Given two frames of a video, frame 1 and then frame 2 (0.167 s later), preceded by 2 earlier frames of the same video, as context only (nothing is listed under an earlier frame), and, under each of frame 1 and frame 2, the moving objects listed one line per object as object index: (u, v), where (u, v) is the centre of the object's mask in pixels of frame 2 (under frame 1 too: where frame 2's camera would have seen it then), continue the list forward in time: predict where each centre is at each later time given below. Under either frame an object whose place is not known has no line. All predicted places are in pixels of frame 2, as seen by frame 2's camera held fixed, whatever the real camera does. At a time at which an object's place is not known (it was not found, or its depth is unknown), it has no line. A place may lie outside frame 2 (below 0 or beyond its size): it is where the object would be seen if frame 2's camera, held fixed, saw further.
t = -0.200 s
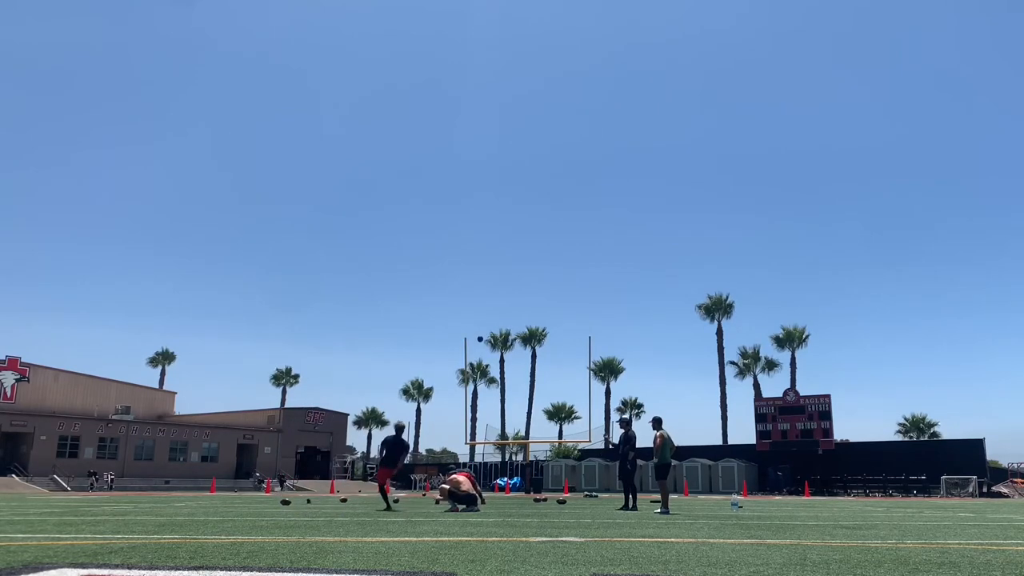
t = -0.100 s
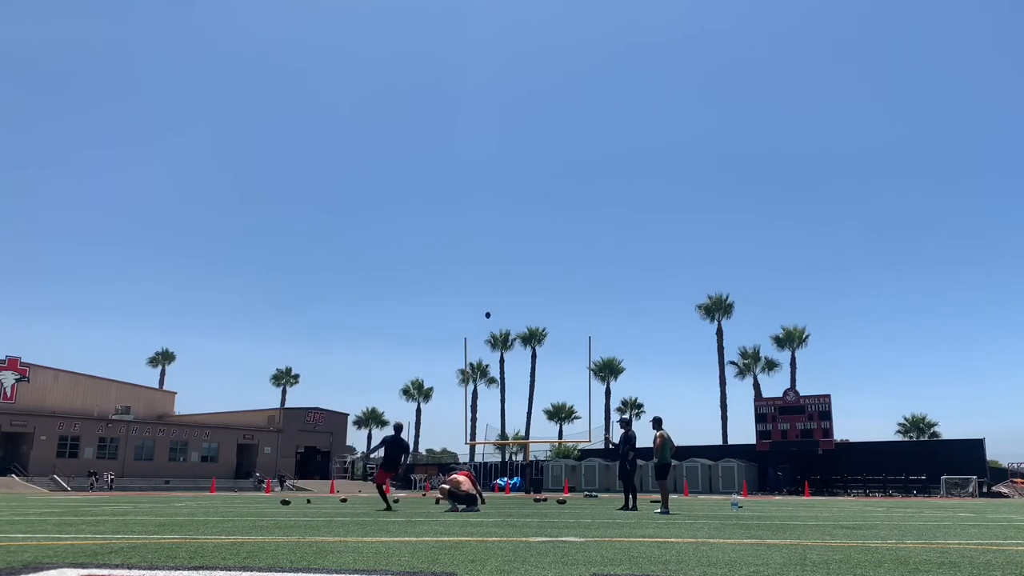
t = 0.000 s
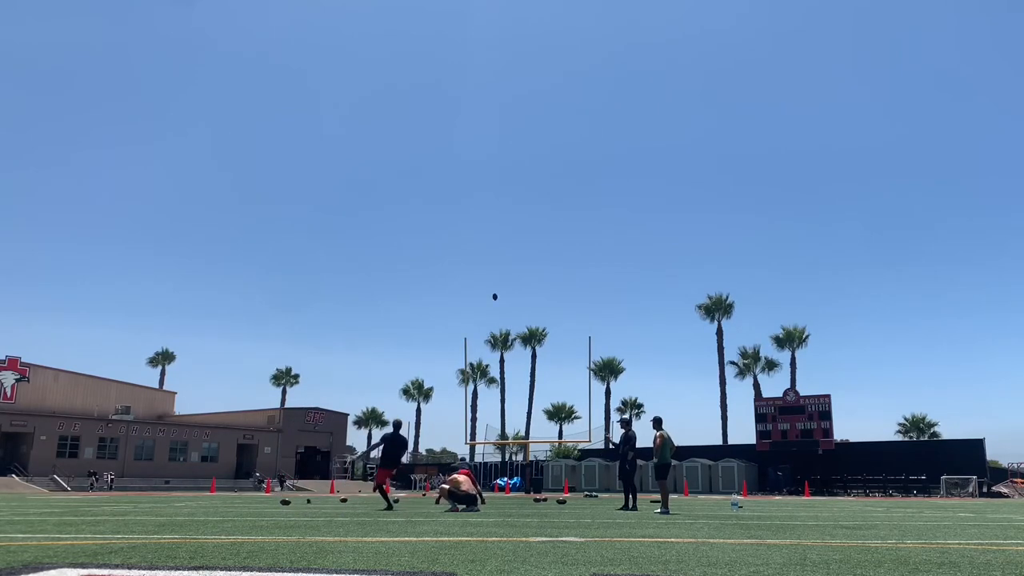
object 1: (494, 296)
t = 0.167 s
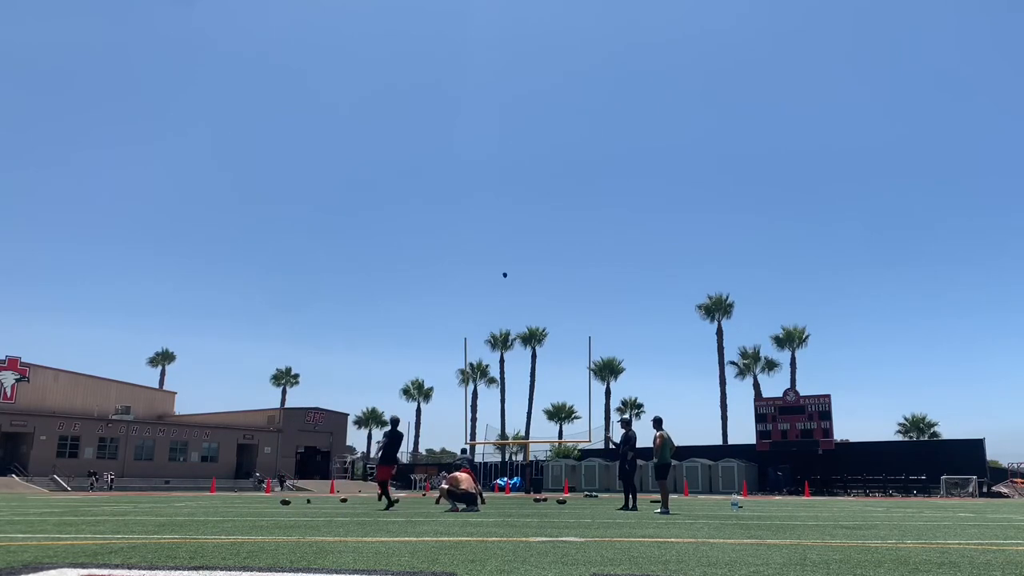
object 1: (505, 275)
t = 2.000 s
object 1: (517, 344)
